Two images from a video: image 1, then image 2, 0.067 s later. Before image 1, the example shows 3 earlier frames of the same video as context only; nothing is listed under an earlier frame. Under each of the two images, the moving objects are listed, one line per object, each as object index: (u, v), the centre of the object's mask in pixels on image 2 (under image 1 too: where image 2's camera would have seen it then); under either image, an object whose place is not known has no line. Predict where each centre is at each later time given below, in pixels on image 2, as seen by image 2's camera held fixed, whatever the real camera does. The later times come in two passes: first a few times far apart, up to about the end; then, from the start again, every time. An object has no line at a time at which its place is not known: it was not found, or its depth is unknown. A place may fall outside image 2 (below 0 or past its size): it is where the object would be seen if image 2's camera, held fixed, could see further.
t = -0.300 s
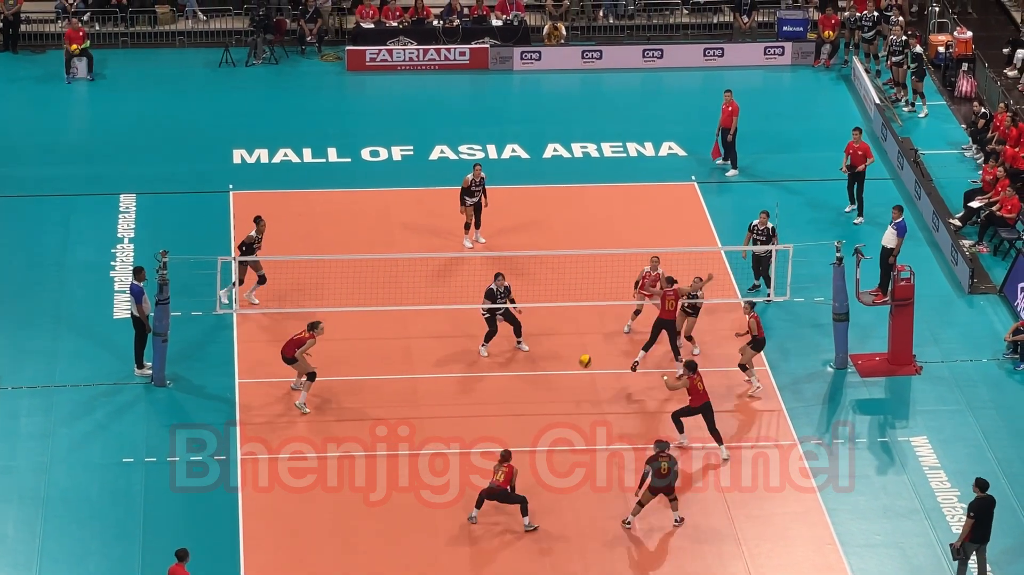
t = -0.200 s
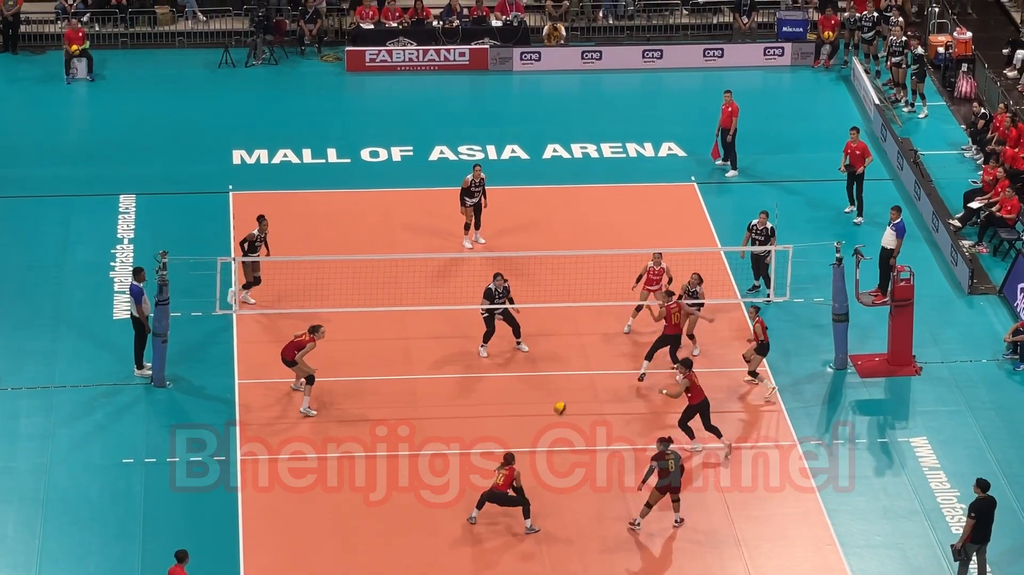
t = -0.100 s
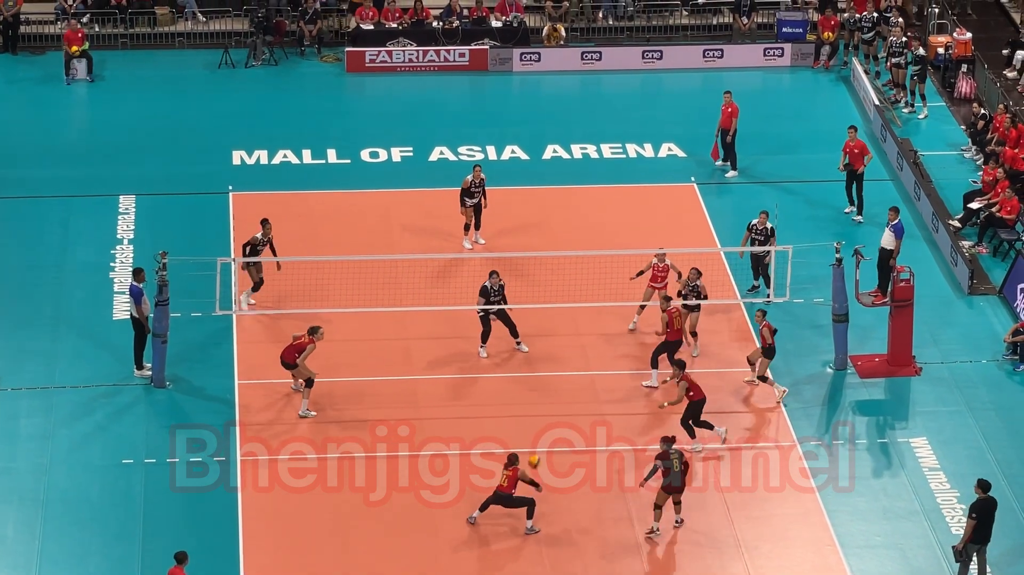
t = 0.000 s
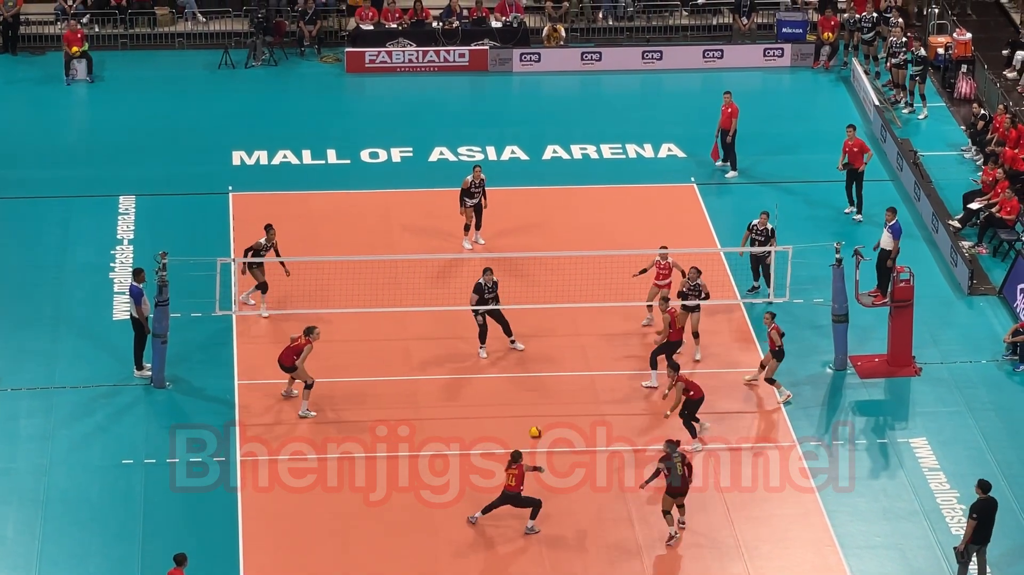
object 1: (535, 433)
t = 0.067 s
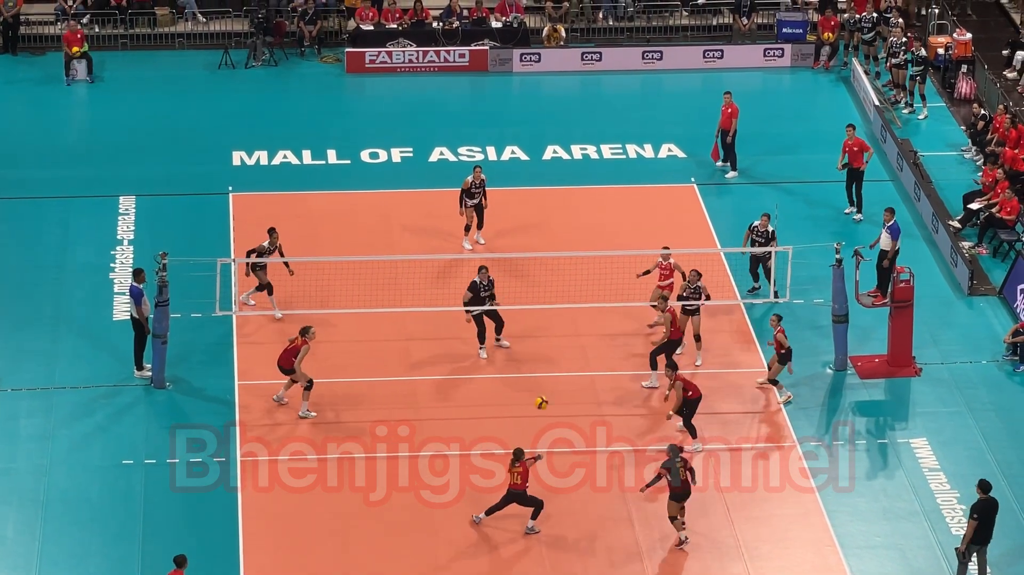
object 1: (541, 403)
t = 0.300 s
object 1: (557, 317)
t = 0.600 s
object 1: (578, 259)
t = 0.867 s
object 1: (595, 252)
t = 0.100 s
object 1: (544, 388)
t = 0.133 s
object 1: (546, 375)
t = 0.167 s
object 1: (548, 362)
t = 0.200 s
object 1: (551, 350)
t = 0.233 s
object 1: (553, 338)
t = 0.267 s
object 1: (556, 328)
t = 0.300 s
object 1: (557, 317)
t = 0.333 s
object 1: (560, 309)
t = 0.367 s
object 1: (563, 300)
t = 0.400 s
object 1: (565, 292)
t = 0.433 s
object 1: (567, 285)
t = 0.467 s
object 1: (569, 279)
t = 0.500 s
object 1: (572, 273)
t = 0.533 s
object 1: (574, 268)
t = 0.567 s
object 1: (576, 263)
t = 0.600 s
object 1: (578, 259)
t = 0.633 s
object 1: (580, 256)
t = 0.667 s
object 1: (582, 254)
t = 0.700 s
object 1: (584, 251)
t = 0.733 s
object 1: (587, 250)
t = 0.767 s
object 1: (588, 250)
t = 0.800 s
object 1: (590, 250)
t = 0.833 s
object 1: (593, 251)
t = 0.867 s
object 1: (595, 252)
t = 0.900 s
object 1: (597, 254)
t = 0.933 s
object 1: (598, 257)
